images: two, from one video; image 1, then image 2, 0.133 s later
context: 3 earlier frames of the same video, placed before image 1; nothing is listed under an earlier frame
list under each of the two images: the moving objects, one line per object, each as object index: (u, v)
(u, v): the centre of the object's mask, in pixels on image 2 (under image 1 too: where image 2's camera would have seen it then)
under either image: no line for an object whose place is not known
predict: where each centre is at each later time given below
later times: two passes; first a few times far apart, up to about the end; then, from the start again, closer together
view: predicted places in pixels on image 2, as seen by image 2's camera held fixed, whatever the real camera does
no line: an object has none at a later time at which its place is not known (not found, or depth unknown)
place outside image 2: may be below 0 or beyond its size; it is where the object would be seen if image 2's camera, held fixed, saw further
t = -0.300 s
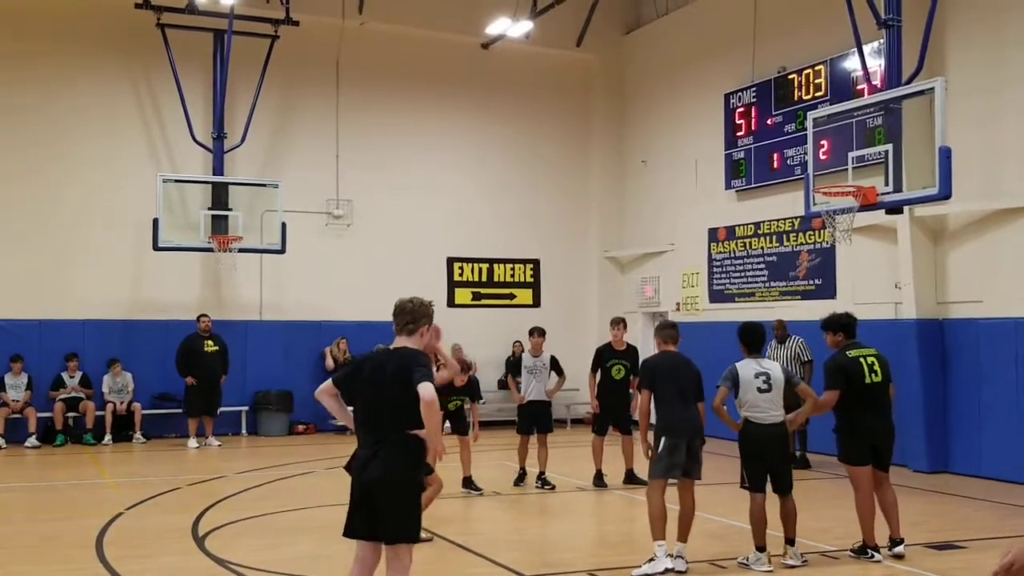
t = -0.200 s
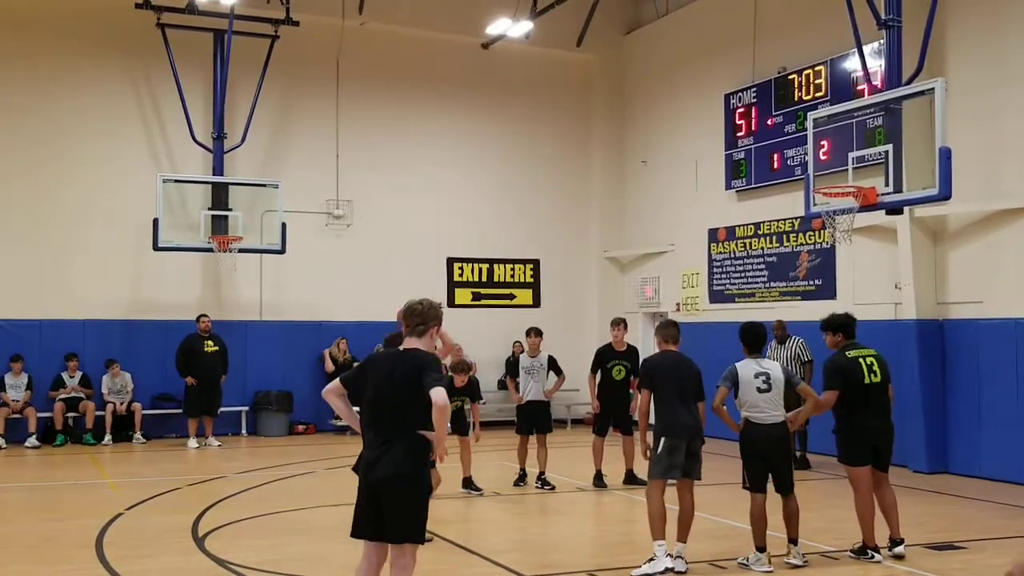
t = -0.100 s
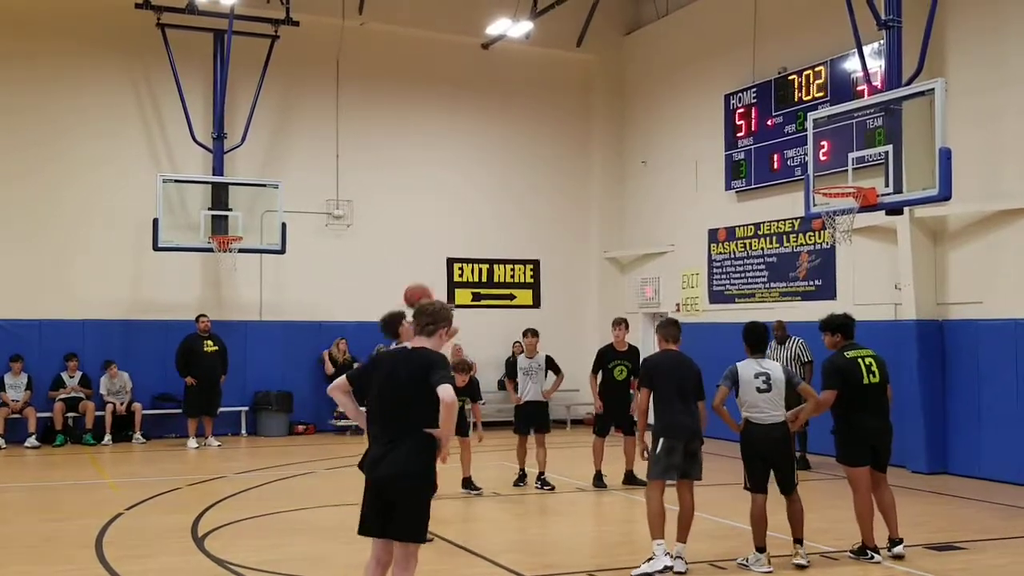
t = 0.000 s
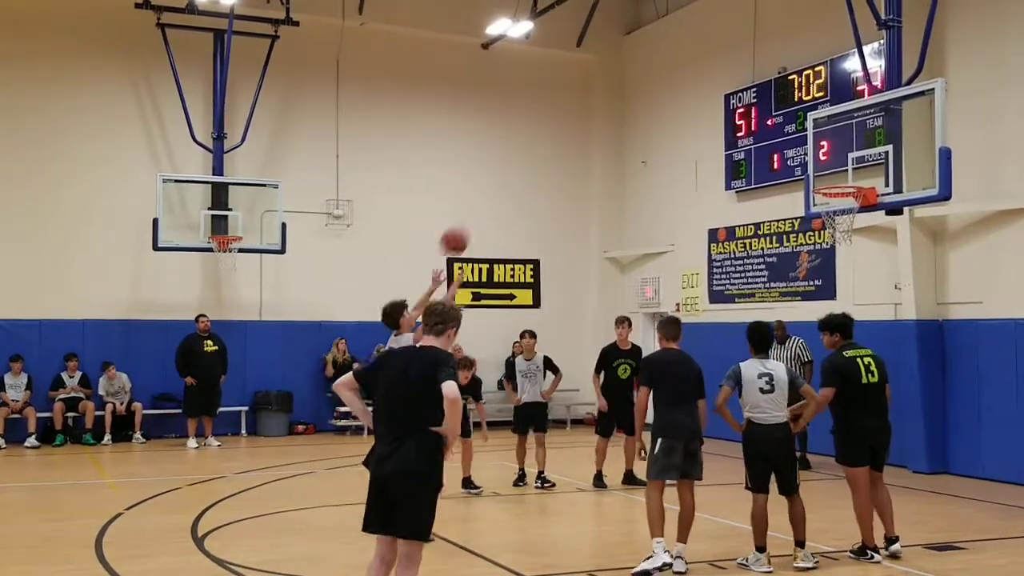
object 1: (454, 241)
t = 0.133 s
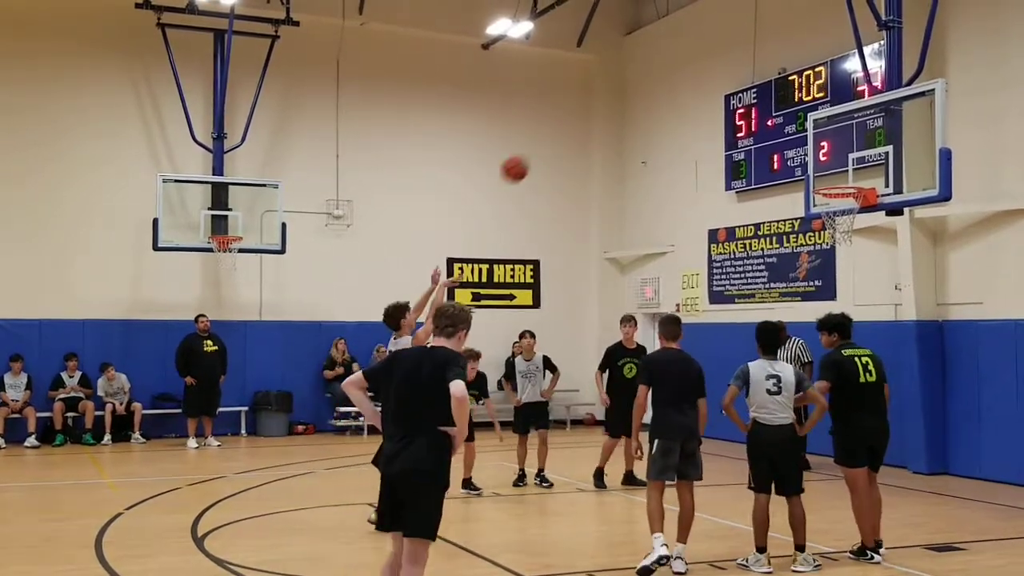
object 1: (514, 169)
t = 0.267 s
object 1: (573, 117)
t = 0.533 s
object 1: (679, 74)
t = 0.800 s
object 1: (778, 107)
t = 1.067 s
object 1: (831, 189)
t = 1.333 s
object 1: (867, 164)
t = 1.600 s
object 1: (891, 196)
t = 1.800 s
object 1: (910, 270)
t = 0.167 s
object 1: (529, 154)
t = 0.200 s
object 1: (544, 141)
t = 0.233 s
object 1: (558, 130)
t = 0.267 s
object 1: (573, 117)
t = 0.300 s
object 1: (586, 107)
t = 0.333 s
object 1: (600, 99)
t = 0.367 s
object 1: (613, 91)
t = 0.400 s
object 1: (626, 87)
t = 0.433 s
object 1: (640, 81)
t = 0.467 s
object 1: (654, 78)
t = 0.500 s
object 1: (667, 75)
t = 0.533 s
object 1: (679, 74)
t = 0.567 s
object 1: (692, 75)
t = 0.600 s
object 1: (704, 76)
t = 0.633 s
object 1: (716, 77)
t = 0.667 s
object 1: (729, 82)
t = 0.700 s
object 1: (742, 86)
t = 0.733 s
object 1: (755, 92)
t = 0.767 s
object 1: (767, 99)
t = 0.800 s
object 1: (778, 107)
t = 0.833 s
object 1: (790, 117)
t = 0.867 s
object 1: (802, 127)
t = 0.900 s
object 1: (814, 138)
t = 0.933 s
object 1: (826, 150)
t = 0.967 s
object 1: (837, 165)
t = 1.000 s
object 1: (847, 177)
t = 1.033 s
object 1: (848, 182)
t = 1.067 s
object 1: (831, 189)
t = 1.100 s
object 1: (830, 182)
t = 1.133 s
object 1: (840, 180)
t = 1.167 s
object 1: (850, 177)
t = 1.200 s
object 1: (857, 176)
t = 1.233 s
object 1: (859, 171)
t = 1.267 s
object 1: (862, 167)
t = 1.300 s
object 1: (865, 165)
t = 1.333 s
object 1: (867, 164)
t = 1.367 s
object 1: (870, 164)
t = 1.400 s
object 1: (873, 165)
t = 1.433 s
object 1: (876, 167)
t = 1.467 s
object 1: (879, 171)
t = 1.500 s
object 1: (882, 175)
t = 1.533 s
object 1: (885, 181)
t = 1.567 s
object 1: (888, 188)
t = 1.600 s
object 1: (891, 196)
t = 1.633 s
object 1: (894, 206)
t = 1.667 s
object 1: (897, 215)
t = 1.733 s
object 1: (903, 240)
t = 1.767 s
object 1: (907, 255)
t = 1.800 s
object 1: (910, 270)
